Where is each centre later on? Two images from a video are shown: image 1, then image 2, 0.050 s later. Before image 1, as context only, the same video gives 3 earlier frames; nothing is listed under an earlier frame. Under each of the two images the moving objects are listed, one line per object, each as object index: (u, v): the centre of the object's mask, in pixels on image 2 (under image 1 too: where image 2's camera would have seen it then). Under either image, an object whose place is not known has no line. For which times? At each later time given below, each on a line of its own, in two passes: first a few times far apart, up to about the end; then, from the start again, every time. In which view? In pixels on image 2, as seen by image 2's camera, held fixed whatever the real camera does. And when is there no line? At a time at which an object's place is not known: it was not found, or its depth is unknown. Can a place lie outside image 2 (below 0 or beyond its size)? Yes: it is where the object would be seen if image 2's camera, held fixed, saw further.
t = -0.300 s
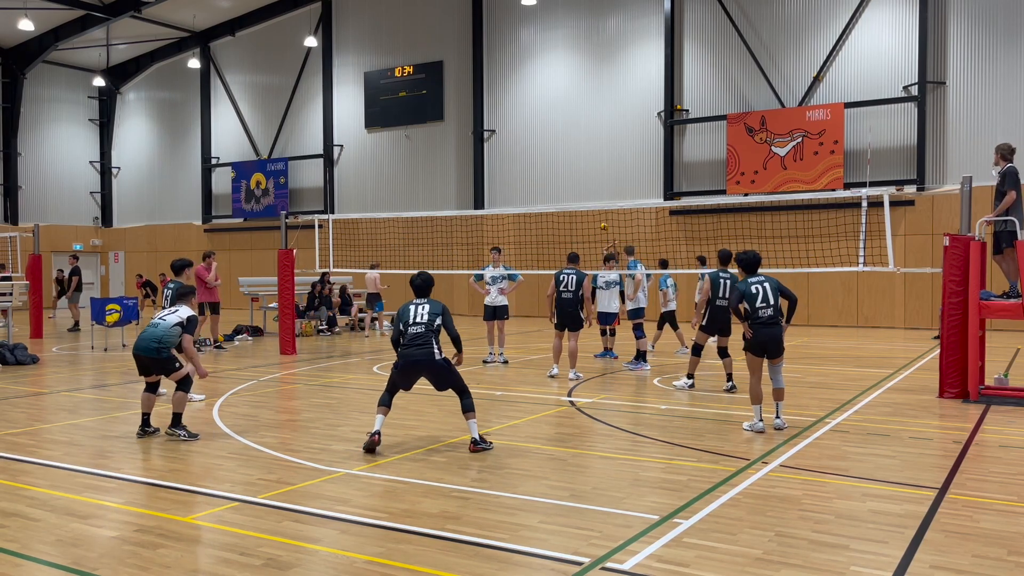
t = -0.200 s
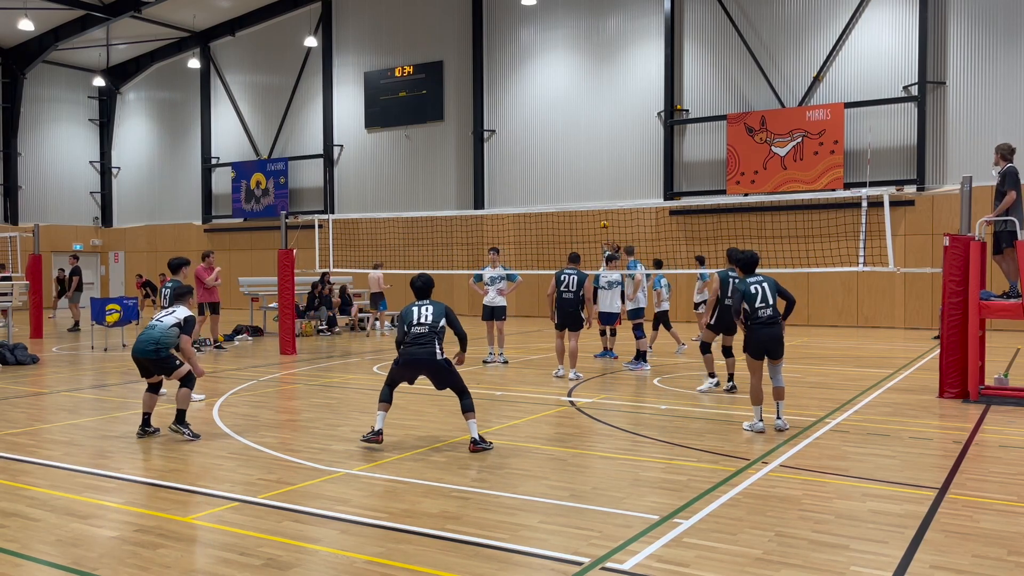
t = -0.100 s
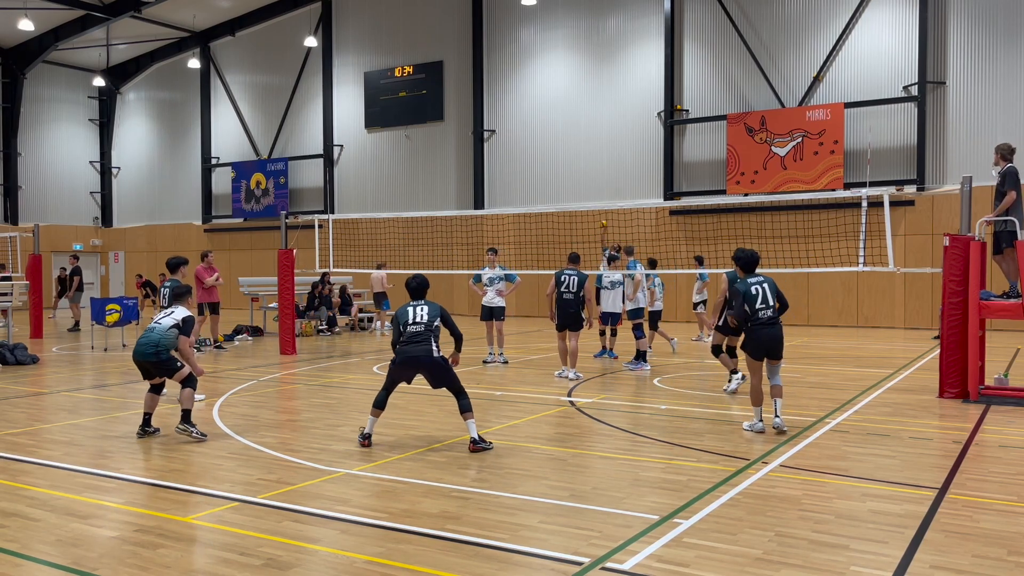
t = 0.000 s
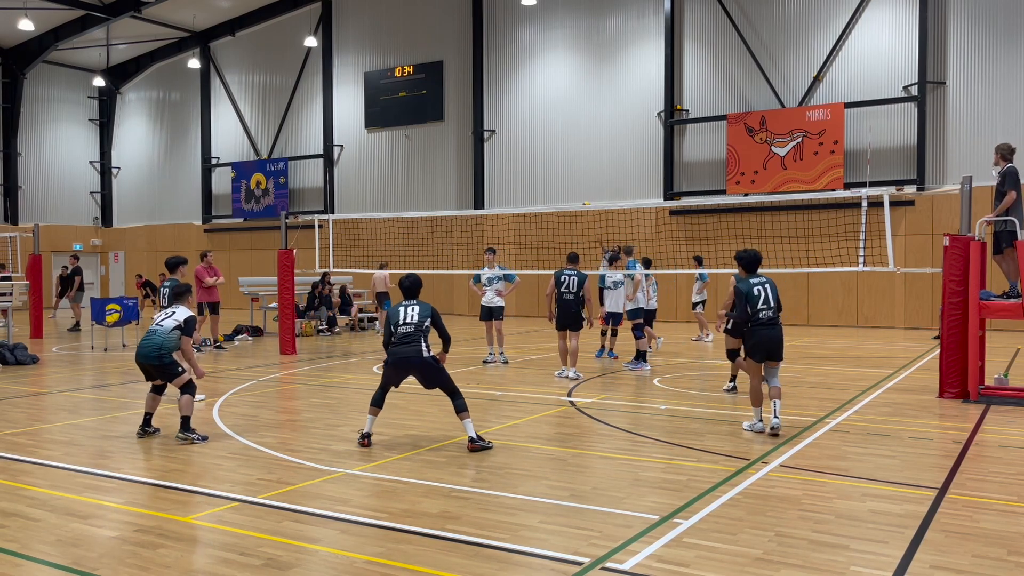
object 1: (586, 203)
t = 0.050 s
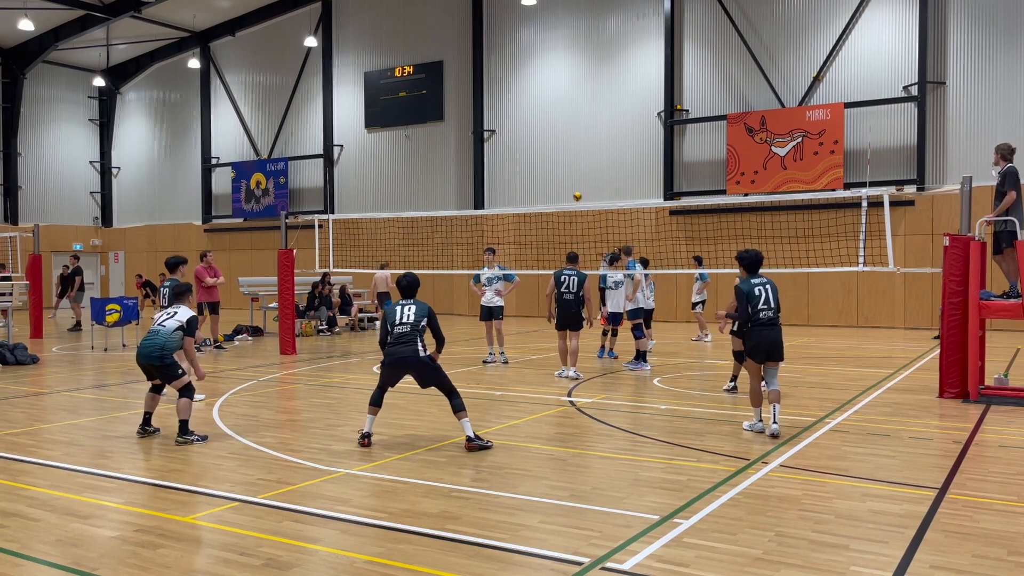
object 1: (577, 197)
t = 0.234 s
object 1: (540, 168)
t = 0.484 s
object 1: (476, 145)
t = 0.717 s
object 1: (402, 151)
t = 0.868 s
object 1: (345, 180)
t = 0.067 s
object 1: (574, 194)
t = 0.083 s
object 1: (571, 191)
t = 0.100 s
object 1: (568, 188)
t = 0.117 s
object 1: (565, 186)
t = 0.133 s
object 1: (561, 183)
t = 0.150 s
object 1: (558, 180)
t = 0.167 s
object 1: (554, 178)
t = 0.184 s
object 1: (551, 175)
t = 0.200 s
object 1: (547, 173)
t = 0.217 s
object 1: (544, 170)
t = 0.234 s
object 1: (540, 168)
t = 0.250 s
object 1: (536, 165)
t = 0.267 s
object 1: (532, 163)
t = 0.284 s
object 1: (528, 161)
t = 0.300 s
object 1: (524, 159)
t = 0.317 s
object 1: (520, 157)
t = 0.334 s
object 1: (516, 156)
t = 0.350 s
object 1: (511, 154)
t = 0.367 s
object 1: (507, 152)
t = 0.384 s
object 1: (503, 151)
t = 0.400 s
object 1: (499, 150)
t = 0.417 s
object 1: (494, 148)
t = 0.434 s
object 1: (489, 147)
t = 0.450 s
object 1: (485, 146)
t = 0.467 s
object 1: (480, 145)
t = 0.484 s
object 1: (476, 145)
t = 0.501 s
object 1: (471, 144)
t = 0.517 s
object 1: (467, 143)
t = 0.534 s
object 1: (462, 143)
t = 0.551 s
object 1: (456, 143)
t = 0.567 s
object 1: (451, 143)
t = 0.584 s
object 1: (446, 142)
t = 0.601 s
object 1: (441, 143)
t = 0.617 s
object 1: (435, 143)
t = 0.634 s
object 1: (430, 144)
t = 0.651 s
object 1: (425, 145)
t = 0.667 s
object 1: (419, 146)
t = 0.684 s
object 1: (414, 147)
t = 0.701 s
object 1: (408, 149)
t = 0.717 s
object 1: (402, 151)
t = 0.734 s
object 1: (396, 153)
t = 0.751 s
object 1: (390, 155)
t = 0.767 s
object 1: (384, 158)
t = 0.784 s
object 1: (377, 161)
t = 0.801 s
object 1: (372, 164)
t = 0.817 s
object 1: (365, 168)
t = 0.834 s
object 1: (359, 172)
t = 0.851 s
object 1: (352, 176)
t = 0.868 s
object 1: (345, 180)
